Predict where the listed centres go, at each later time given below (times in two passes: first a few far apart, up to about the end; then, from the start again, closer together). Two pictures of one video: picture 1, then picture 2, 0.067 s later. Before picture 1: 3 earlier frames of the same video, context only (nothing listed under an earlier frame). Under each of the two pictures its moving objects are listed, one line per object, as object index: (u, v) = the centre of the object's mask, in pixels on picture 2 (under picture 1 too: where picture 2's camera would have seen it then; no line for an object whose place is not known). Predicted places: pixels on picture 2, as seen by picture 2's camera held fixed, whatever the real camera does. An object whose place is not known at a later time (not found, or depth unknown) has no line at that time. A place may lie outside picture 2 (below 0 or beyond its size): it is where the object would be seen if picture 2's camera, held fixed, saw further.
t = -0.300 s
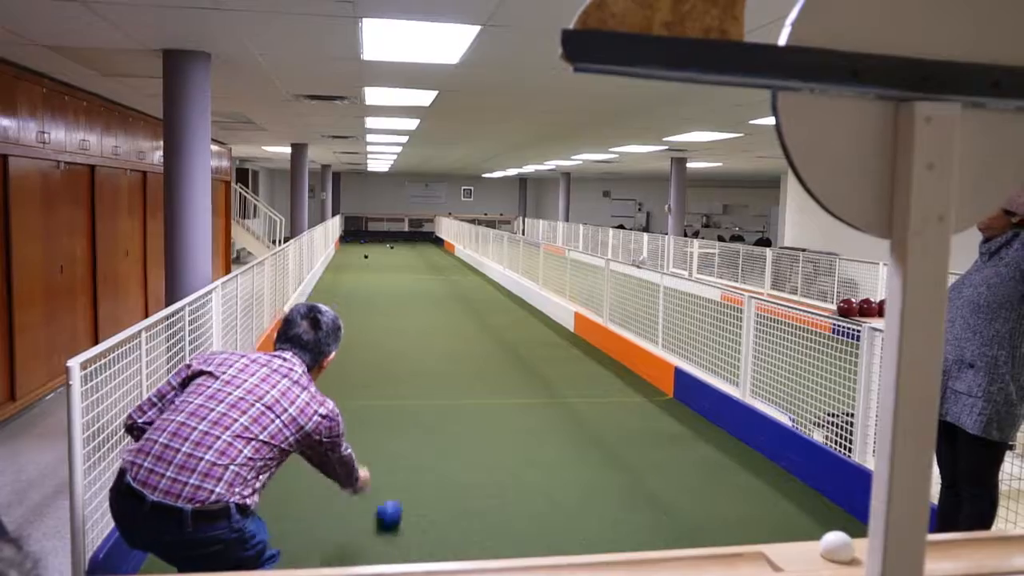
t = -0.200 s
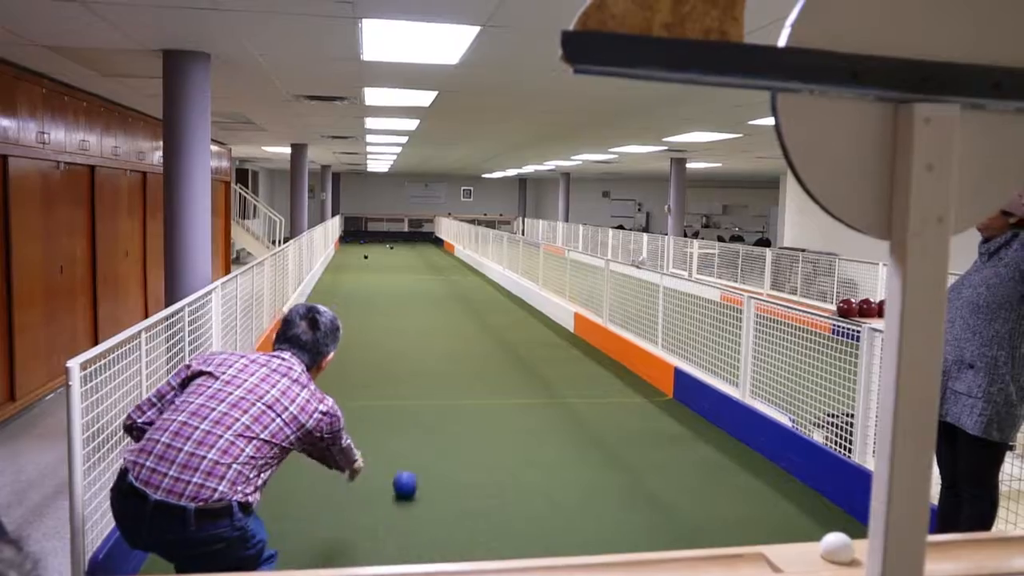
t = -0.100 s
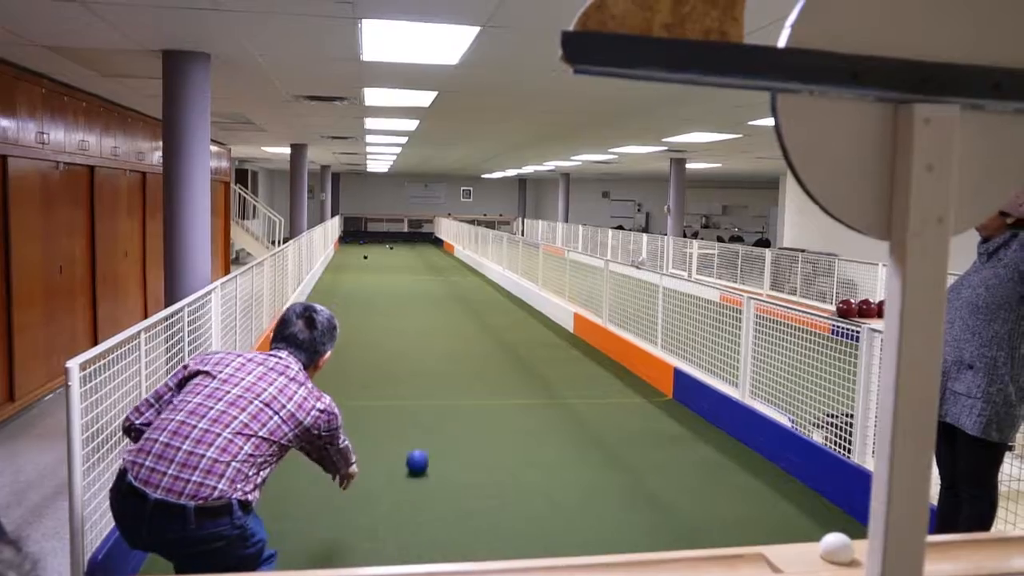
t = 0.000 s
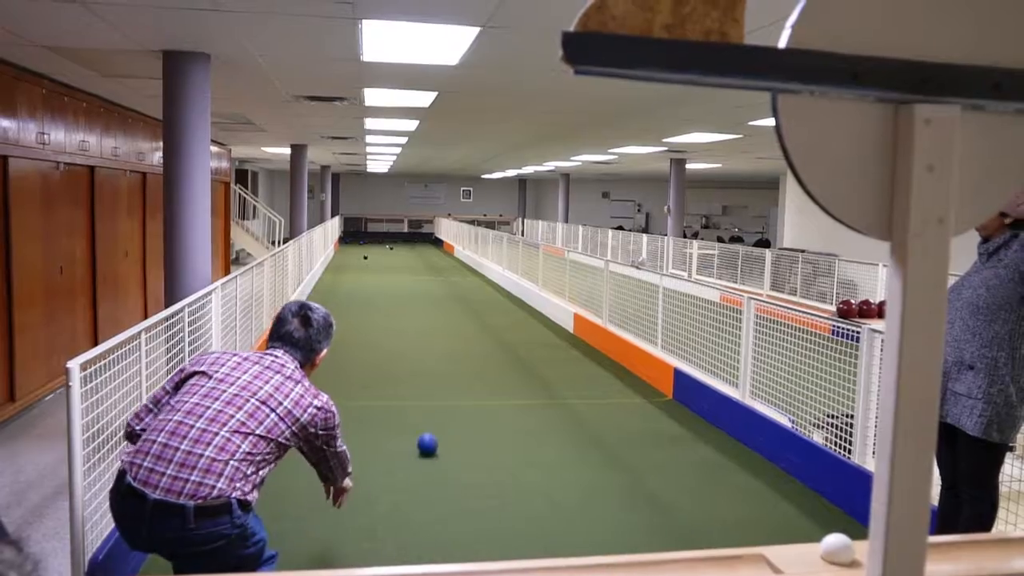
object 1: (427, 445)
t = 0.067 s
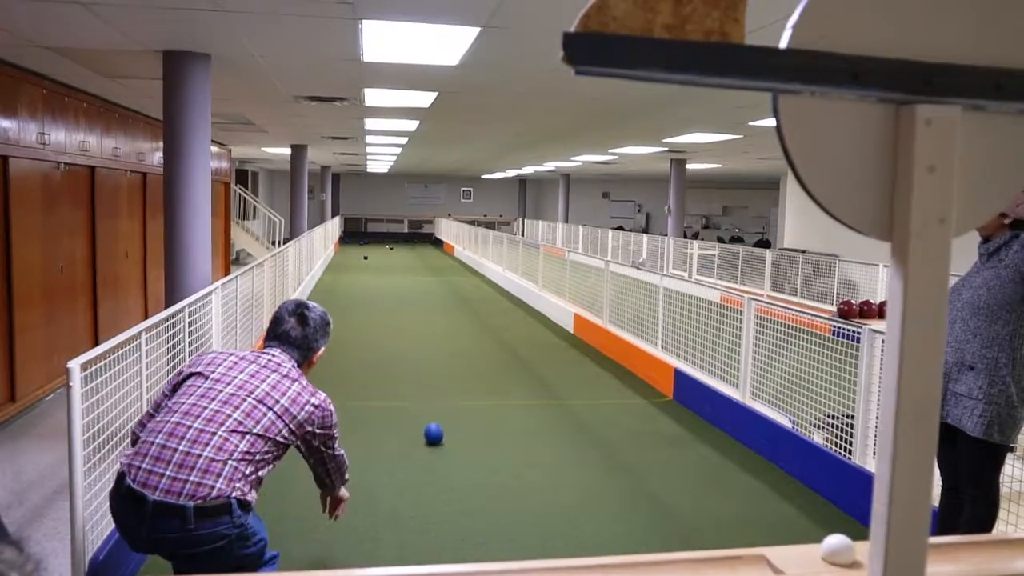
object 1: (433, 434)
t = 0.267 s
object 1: (448, 407)
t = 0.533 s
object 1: (462, 379)
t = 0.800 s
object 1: (472, 360)
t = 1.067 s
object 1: (479, 344)
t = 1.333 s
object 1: (483, 332)
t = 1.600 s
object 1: (486, 321)
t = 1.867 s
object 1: (489, 312)
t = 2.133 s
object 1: (490, 305)
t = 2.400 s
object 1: (491, 300)
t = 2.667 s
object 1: (492, 294)
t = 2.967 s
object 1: (492, 290)
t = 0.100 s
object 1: (436, 428)
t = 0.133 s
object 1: (438, 423)
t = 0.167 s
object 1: (441, 419)
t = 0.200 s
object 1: (444, 415)
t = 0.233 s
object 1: (445, 411)
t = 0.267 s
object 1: (448, 407)
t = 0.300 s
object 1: (450, 403)
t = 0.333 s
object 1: (452, 400)
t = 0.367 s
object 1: (453, 396)
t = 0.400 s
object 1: (455, 393)
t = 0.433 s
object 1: (457, 389)
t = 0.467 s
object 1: (459, 386)
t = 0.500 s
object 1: (460, 383)
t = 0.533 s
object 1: (462, 379)
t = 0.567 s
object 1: (464, 376)
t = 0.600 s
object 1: (465, 374)
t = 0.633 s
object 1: (466, 371)
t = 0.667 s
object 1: (468, 369)
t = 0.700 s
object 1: (469, 367)
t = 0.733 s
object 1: (470, 365)
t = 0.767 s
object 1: (471, 363)
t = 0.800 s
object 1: (472, 360)
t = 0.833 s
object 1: (473, 358)
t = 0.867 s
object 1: (474, 356)
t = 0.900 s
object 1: (475, 354)
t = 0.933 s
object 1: (476, 351)
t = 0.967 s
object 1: (477, 349)
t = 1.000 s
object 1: (477, 347)
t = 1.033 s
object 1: (478, 346)
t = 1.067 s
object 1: (479, 344)
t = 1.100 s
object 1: (479, 342)
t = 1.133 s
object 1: (480, 340)
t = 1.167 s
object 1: (481, 338)
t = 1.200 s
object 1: (481, 337)
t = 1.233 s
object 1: (482, 335)
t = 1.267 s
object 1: (482, 334)
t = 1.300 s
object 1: (483, 333)
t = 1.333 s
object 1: (483, 332)
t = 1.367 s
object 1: (484, 330)
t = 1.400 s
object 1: (484, 329)
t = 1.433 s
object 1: (485, 328)
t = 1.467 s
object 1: (485, 326)
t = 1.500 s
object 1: (485, 325)
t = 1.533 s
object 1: (486, 324)
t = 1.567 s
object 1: (486, 323)
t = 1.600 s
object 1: (486, 321)
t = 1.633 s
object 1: (487, 320)
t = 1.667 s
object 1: (487, 319)
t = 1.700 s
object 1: (487, 318)
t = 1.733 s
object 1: (487, 317)
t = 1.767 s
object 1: (488, 316)
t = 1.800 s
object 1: (488, 315)
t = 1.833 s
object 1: (489, 313)
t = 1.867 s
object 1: (489, 312)
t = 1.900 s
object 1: (489, 311)
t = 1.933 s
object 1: (489, 311)
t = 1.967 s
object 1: (490, 310)
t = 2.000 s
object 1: (490, 309)
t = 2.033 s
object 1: (490, 308)
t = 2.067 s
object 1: (490, 307)
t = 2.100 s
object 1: (490, 306)
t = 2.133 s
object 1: (490, 305)
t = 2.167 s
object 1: (490, 304)
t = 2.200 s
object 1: (491, 303)
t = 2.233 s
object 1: (491, 303)
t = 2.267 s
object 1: (491, 302)
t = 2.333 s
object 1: (491, 302)
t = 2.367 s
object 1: (491, 301)
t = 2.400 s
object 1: (491, 300)
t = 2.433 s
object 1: (491, 299)
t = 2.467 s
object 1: (491, 299)
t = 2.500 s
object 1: (492, 298)
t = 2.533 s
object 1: (492, 297)
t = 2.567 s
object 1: (492, 296)
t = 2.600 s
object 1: (492, 296)
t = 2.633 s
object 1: (492, 295)
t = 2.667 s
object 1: (492, 294)
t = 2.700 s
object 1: (492, 294)
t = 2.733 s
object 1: (492, 293)
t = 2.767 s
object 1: (492, 293)
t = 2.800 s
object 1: (492, 292)
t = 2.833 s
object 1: (492, 292)
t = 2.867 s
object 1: (492, 291)
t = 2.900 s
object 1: (492, 291)
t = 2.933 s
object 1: (492, 290)
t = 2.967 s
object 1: (492, 290)
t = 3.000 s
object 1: (492, 289)
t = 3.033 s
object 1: (493, 288)
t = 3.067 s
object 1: (493, 287)
